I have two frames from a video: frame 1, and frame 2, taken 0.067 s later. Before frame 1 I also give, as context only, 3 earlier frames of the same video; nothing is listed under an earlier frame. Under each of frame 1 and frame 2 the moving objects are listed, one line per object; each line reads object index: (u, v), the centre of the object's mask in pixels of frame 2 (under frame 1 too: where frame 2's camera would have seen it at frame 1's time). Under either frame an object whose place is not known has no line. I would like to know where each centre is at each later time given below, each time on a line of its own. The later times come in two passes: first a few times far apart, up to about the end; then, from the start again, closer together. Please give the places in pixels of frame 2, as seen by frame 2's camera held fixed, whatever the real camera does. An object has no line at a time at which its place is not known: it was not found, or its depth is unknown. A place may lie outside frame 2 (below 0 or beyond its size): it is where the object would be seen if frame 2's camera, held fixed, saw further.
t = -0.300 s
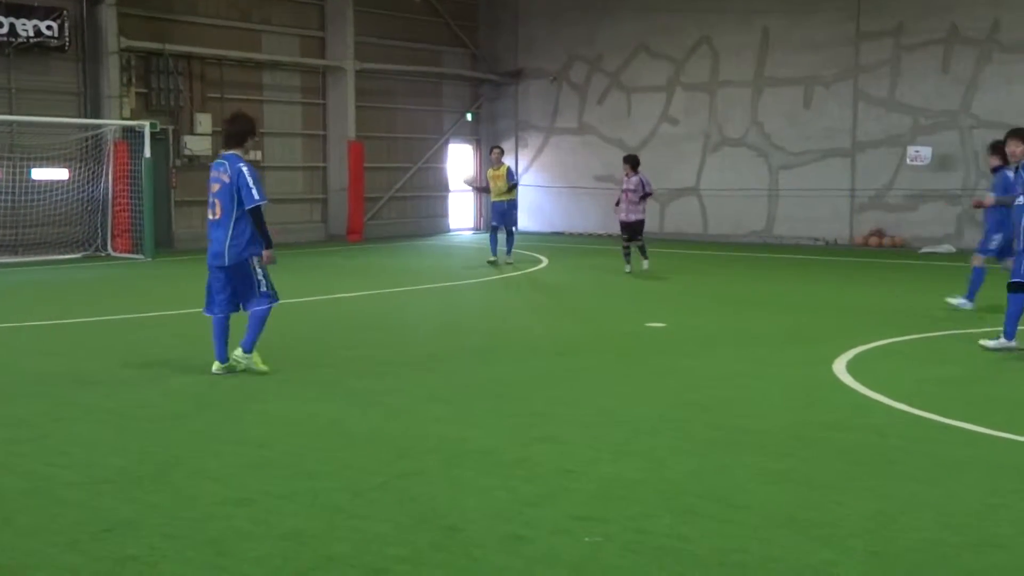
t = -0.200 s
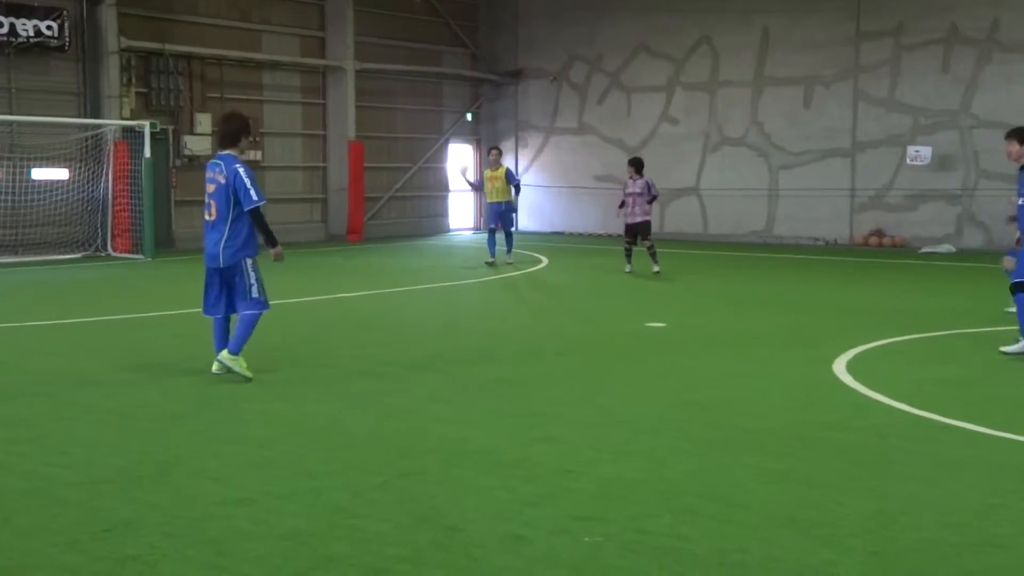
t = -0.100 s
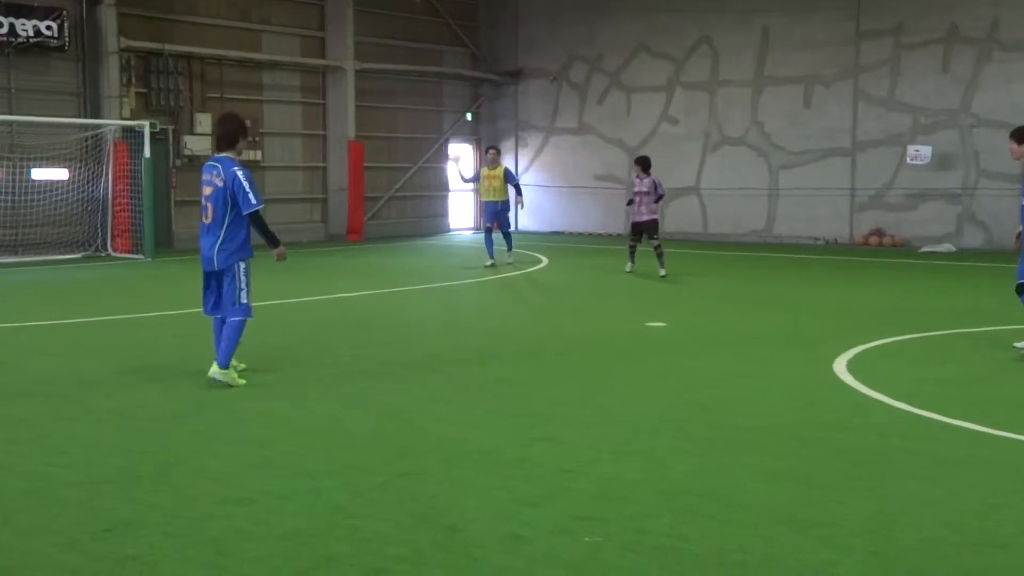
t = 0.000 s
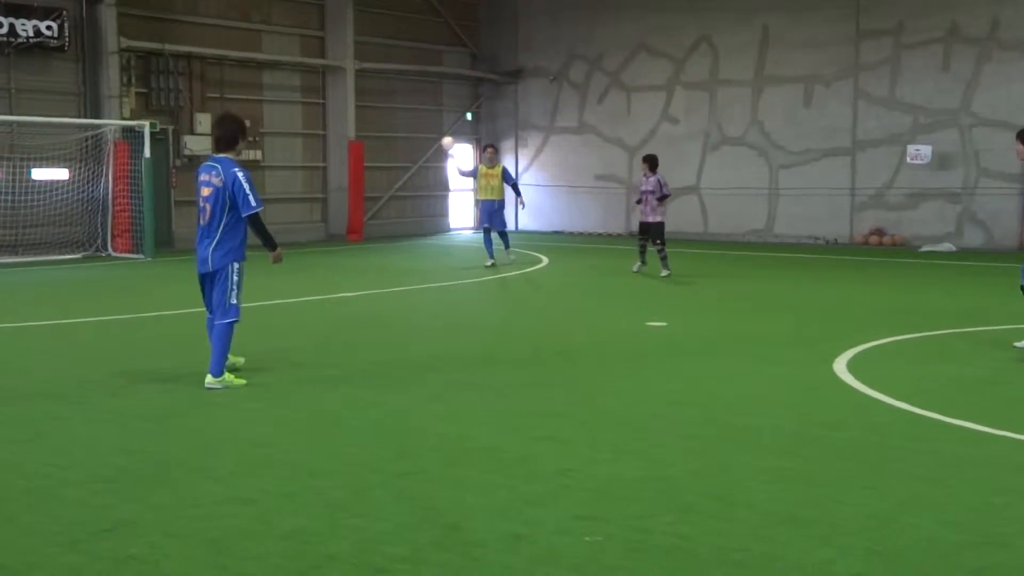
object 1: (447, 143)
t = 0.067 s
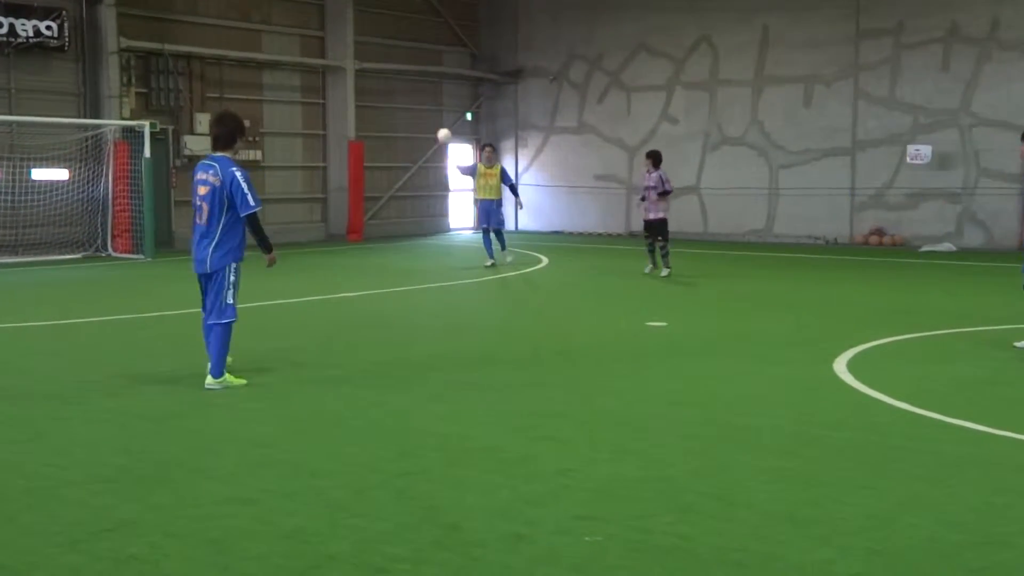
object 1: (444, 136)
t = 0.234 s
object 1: (434, 128)
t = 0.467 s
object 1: (415, 152)
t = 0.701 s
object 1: (393, 234)
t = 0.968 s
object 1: (363, 270)
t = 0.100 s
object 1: (442, 132)
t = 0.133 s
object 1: (440, 130)
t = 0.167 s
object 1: (438, 129)
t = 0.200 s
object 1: (437, 128)
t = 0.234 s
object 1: (434, 128)
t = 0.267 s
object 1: (431, 128)
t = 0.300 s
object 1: (429, 129)
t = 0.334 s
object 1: (426, 132)
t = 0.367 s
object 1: (423, 135)
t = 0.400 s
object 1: (421, 140)
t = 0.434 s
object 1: (418, 145)
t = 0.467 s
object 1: (415, 152)
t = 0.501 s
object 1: (412, 159)
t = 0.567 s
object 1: (407, 178)
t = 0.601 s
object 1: (404, 191)
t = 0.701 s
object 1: (393, 234)
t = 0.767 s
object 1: (384, 271)
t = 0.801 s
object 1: (380, 292)
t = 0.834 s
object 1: (376, 305)
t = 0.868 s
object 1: (372, 295)
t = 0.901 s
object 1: (369, 286)
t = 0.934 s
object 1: (366, 278)
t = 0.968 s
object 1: (363, 270)
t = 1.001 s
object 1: (359, 264)
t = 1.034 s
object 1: (355, 259)
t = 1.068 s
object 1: (351, 256)
